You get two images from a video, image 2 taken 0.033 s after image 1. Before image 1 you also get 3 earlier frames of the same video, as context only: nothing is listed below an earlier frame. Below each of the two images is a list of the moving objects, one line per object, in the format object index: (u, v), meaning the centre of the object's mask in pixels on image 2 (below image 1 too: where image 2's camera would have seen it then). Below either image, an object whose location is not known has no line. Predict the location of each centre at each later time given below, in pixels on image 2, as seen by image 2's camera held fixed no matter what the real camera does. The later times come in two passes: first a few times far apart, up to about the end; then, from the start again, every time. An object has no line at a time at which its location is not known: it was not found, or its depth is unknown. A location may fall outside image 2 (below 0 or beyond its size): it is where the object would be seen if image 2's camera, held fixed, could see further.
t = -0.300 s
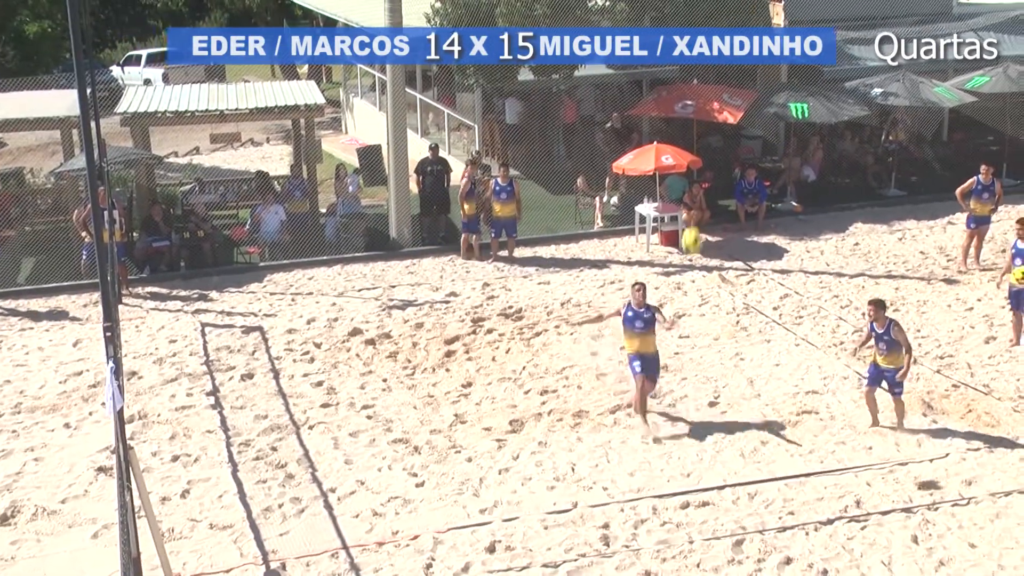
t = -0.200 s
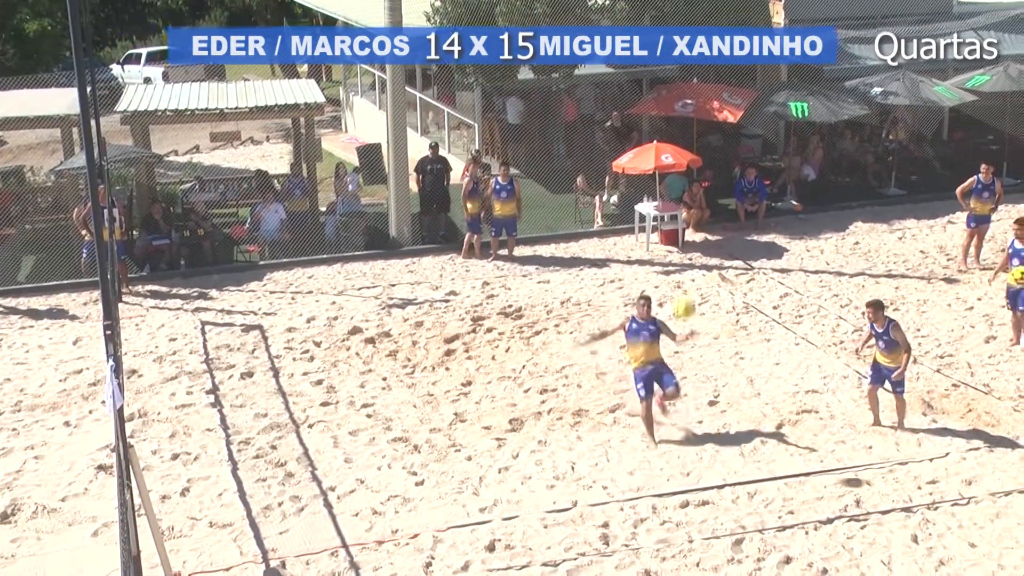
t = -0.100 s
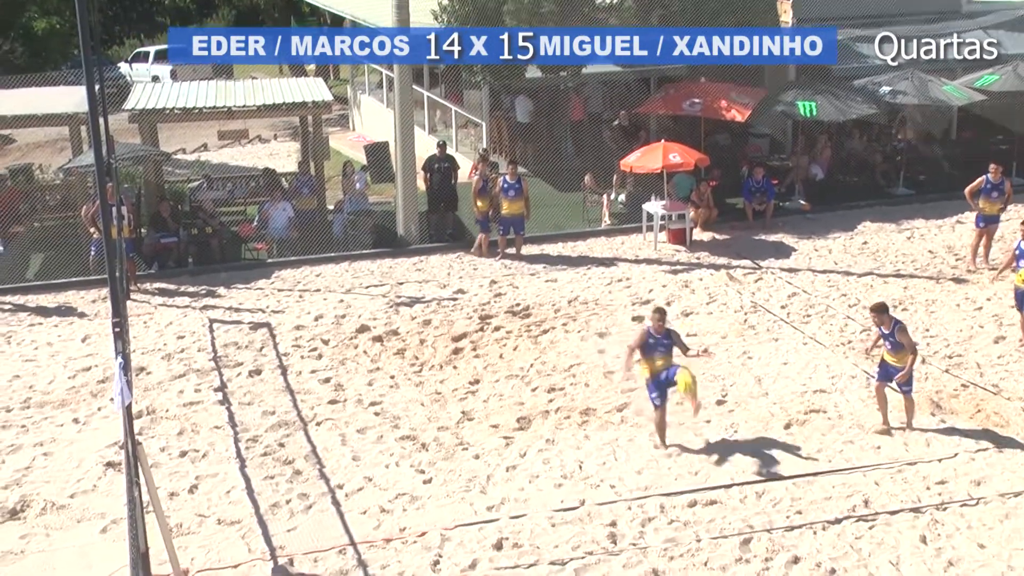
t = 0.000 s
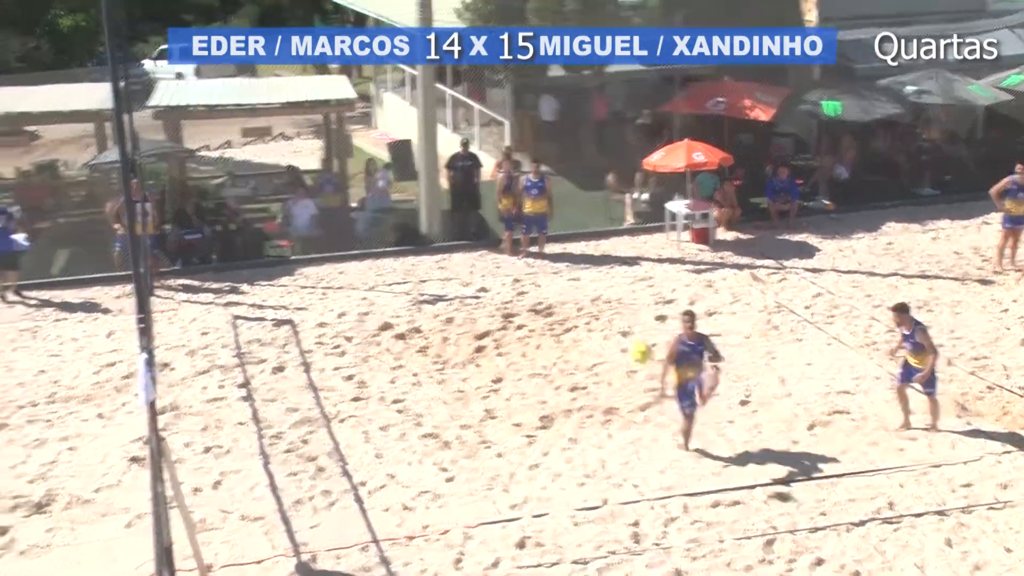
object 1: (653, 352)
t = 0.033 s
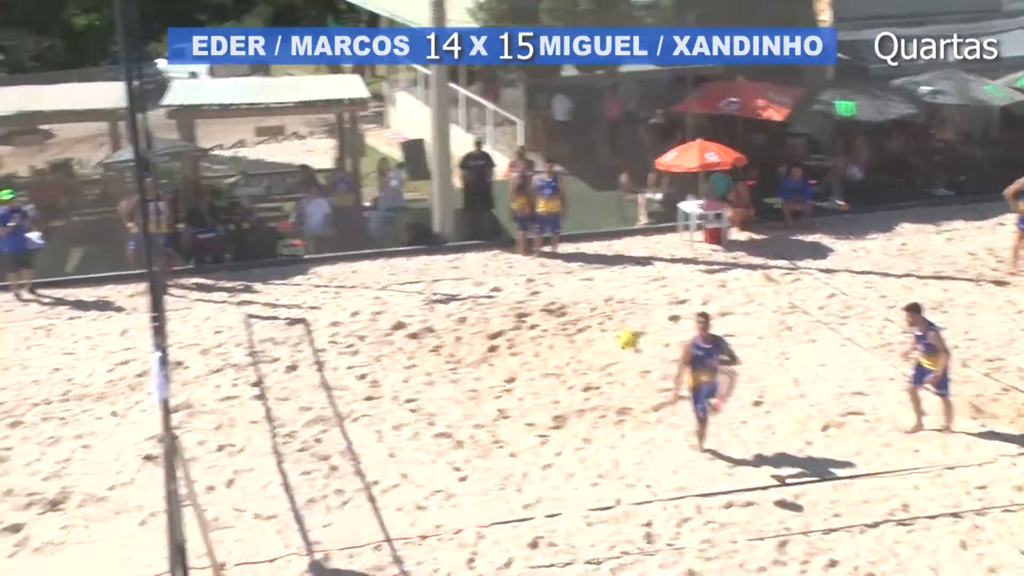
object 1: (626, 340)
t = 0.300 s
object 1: (392, 268)
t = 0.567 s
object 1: (125, 274)
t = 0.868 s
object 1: (-192, 394)
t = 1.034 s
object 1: (-367, 514)
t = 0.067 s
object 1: (600, 326)
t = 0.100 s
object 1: (572, 314)
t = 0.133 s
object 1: (543, 304)
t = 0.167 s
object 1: (514, 294)
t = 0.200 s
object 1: (484, 286)
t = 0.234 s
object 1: (454, 280)
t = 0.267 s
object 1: (425, 273)
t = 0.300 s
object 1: (392, 268)
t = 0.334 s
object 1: (359, 264)
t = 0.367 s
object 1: (327, 262)
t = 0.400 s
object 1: (296, 261)
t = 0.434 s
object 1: (262, 261)
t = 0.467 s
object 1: (228, 263)
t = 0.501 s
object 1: (196, 265)
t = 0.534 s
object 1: (161, 269)
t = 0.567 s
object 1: (125, 274)
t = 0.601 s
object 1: (91, 282)
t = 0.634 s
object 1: (56, 291)
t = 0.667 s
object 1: (21, 300)
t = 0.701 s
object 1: (-14, 312)
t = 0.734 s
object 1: (-49, 325)
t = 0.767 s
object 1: (-86, 341)
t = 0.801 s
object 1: (-120, 357)
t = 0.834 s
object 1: (-157, 374)
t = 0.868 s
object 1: (-192, 394)
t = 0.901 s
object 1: (-228, 414)
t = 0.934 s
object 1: (-263, 437)
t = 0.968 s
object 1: (-297, 461)
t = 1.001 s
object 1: (-333, 486)
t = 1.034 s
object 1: (-367, 514)
